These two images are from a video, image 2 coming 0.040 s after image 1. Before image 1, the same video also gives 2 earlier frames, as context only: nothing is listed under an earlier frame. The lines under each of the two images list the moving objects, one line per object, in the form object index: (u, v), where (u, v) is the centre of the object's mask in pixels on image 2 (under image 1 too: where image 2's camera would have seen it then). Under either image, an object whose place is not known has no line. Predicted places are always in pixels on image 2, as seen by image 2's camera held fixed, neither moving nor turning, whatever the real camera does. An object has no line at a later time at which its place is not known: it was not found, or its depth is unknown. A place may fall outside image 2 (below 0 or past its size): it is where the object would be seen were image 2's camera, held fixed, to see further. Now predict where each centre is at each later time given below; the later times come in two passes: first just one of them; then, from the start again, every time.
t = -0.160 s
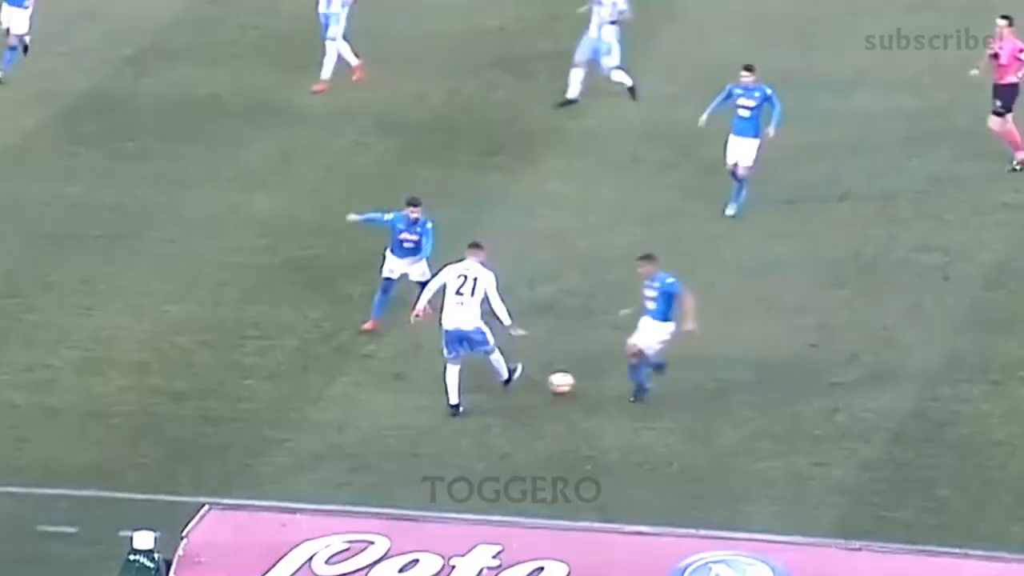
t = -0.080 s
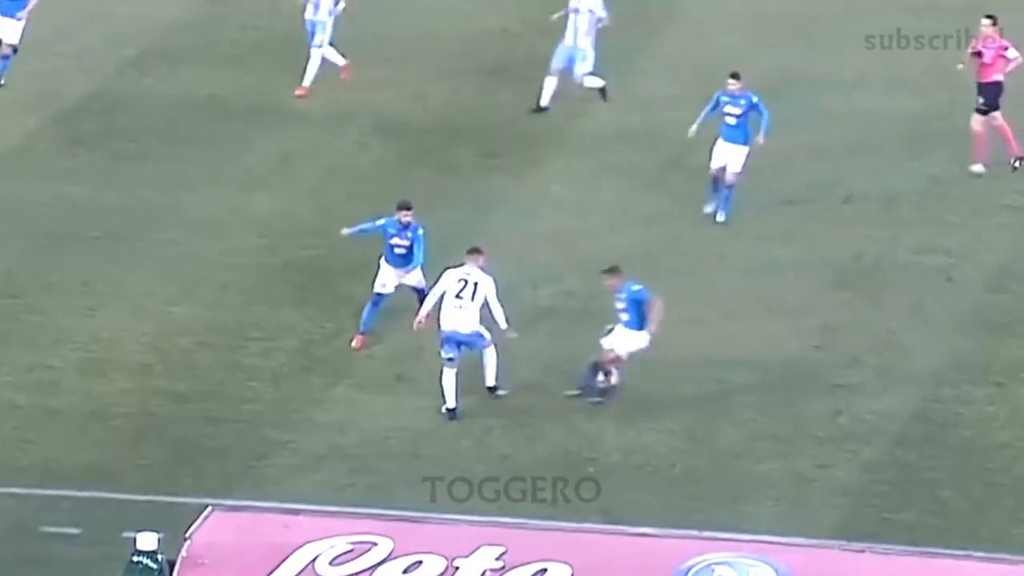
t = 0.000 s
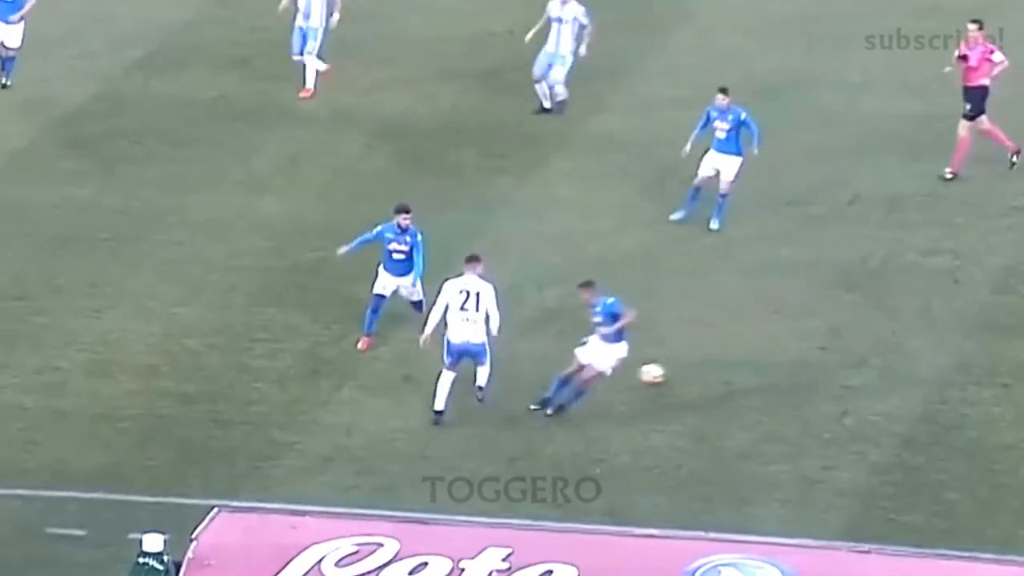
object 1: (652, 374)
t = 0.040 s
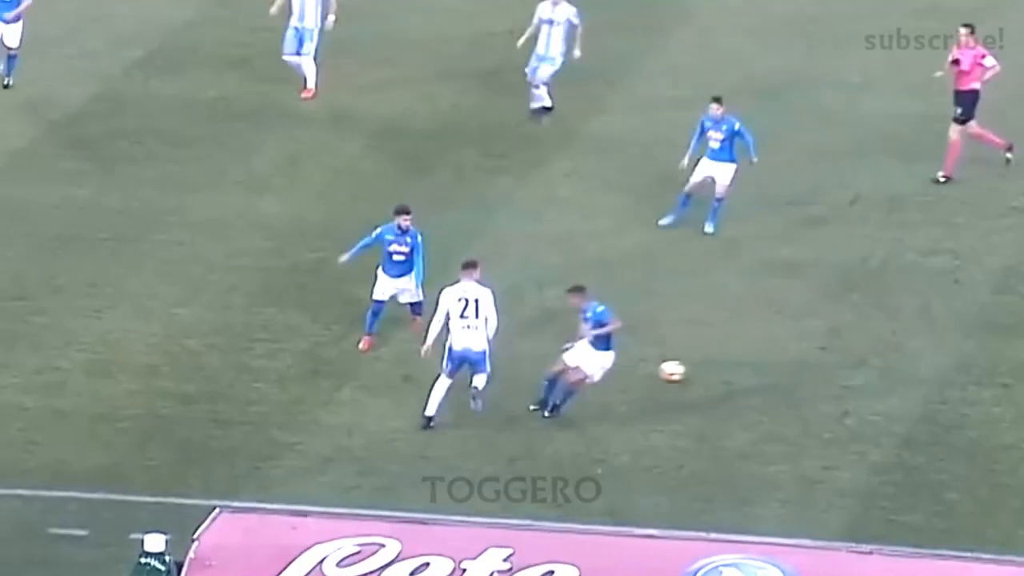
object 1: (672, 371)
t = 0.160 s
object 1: (721, 362)
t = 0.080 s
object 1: (689, 369)
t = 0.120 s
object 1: (706, 365)
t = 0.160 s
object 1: (721, 362)
